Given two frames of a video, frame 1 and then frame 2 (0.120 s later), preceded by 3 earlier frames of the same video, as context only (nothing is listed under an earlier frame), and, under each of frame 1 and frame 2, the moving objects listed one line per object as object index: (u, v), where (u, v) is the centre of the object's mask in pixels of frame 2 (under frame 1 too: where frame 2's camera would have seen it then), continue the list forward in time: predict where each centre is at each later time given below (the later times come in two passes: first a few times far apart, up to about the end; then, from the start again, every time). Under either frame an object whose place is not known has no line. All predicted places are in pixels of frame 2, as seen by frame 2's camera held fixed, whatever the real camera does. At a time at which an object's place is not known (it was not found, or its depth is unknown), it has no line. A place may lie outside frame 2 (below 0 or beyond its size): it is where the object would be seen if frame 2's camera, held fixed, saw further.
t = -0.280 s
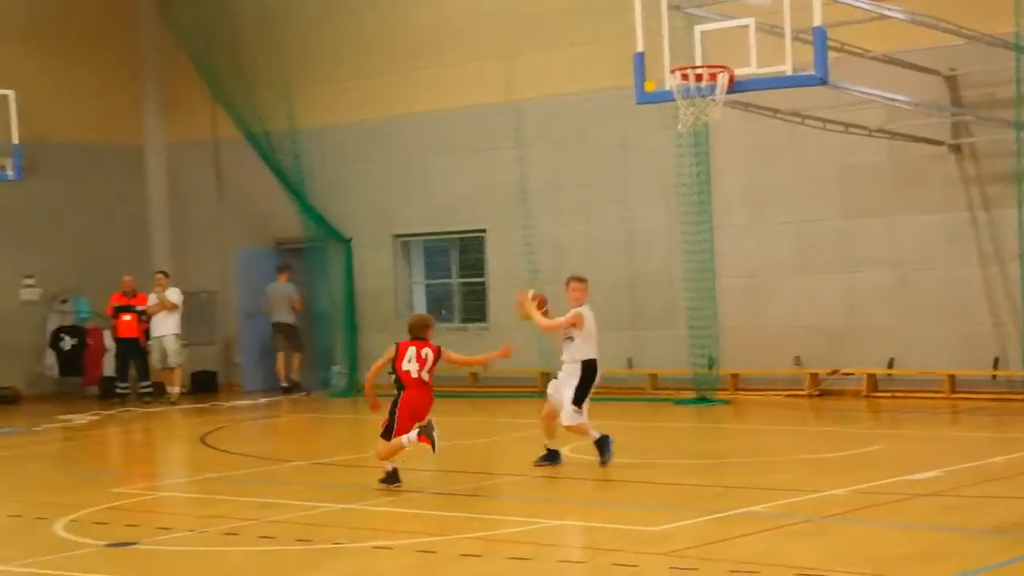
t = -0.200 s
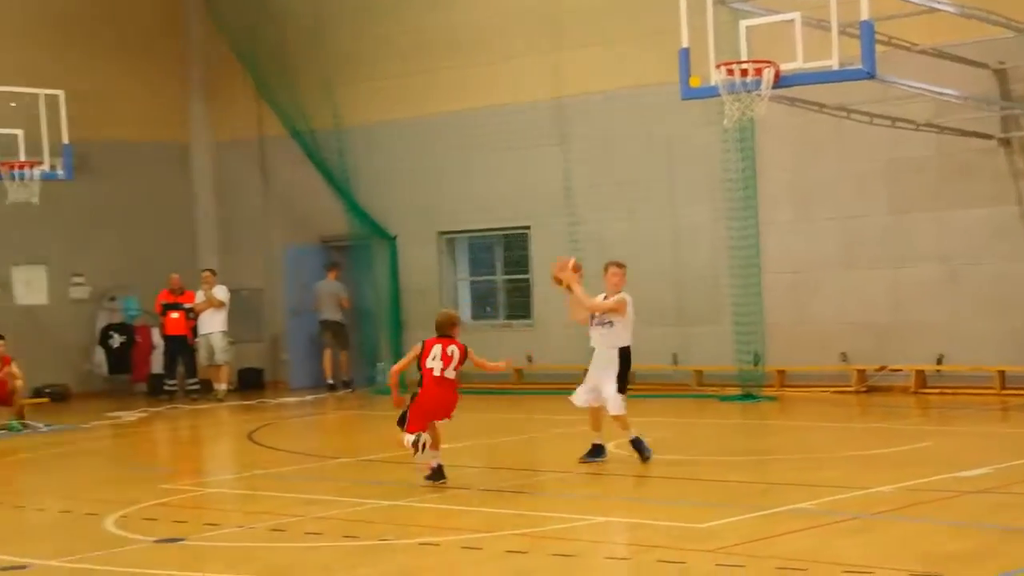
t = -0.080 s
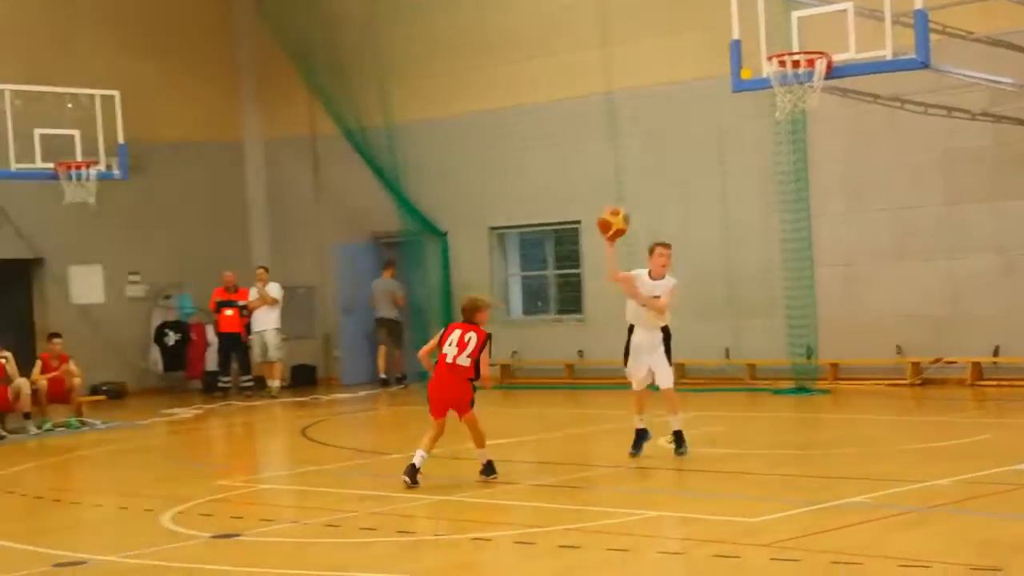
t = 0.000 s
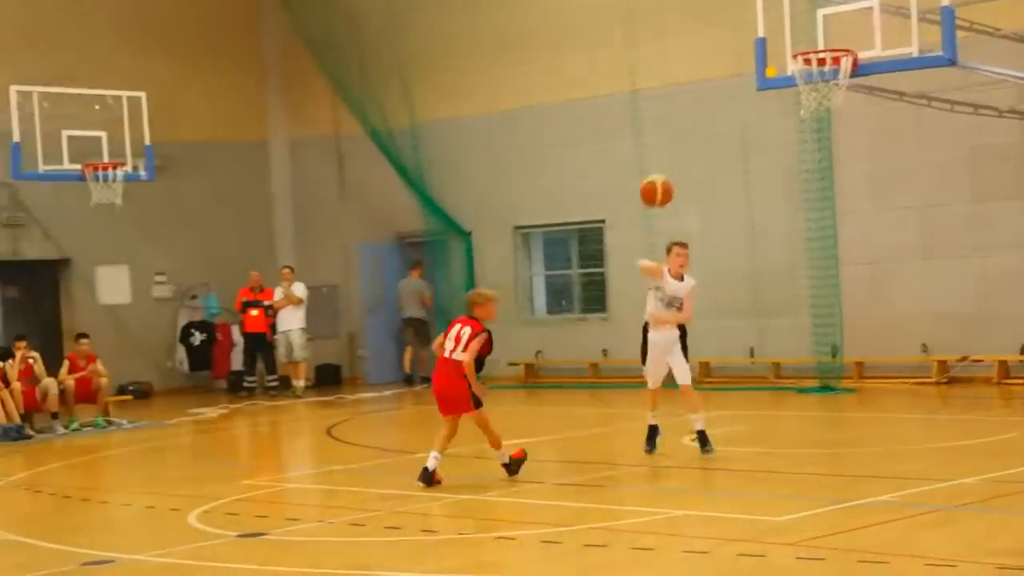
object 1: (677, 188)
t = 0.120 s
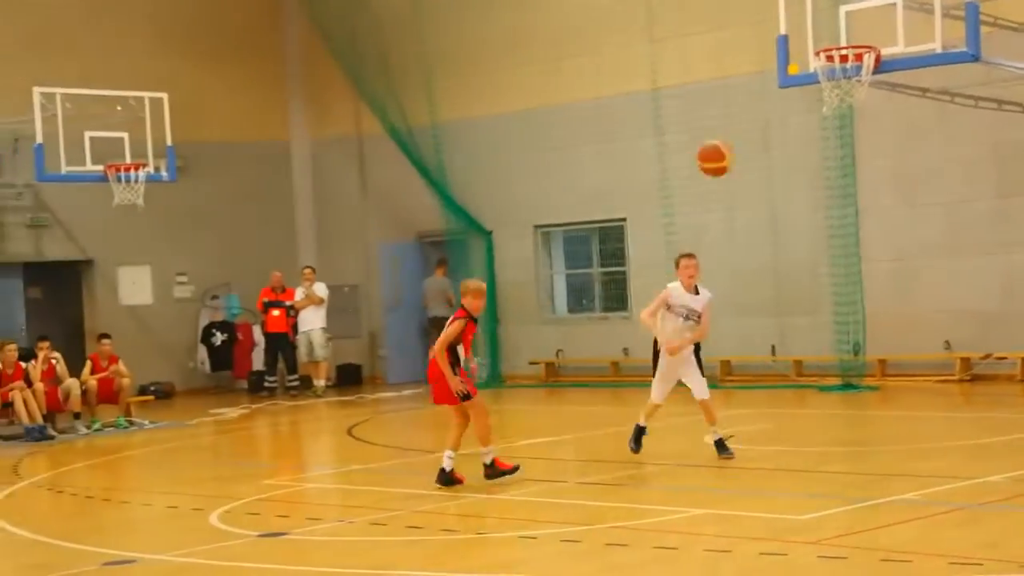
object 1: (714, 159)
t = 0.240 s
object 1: (762, 145)
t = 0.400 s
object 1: (848, 167)
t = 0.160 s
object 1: (728, 152)
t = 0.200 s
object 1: (744, 147)
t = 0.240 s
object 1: (762, 145)
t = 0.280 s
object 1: (779, 146)
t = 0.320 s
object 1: (800, 150)
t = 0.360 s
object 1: (824, 156)
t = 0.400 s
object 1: (848, 167)
